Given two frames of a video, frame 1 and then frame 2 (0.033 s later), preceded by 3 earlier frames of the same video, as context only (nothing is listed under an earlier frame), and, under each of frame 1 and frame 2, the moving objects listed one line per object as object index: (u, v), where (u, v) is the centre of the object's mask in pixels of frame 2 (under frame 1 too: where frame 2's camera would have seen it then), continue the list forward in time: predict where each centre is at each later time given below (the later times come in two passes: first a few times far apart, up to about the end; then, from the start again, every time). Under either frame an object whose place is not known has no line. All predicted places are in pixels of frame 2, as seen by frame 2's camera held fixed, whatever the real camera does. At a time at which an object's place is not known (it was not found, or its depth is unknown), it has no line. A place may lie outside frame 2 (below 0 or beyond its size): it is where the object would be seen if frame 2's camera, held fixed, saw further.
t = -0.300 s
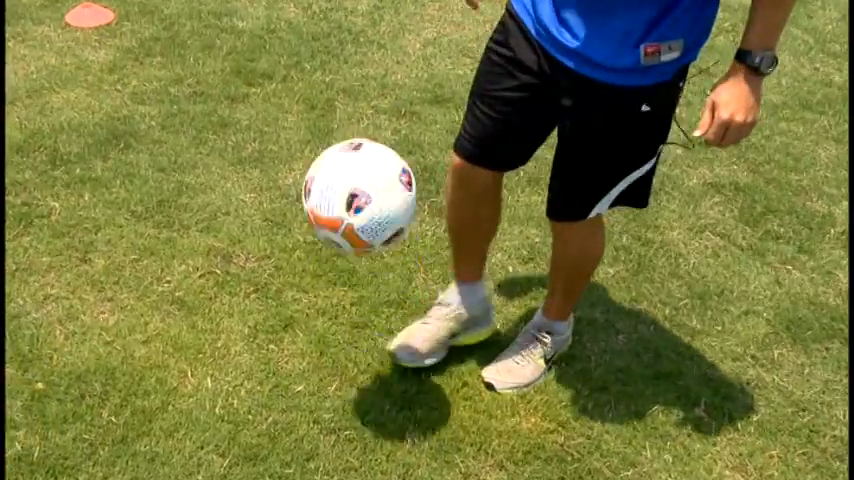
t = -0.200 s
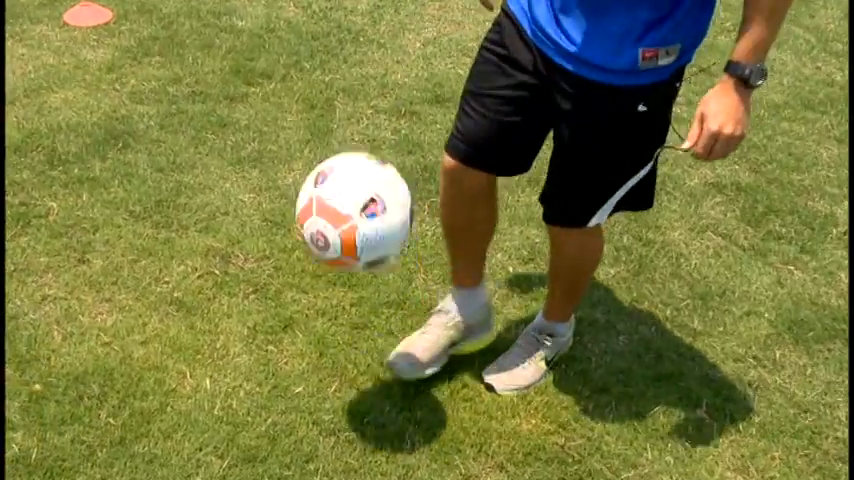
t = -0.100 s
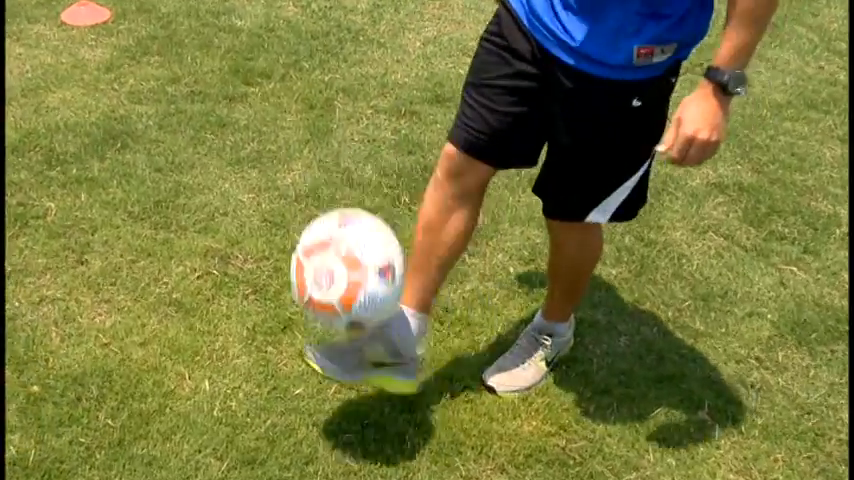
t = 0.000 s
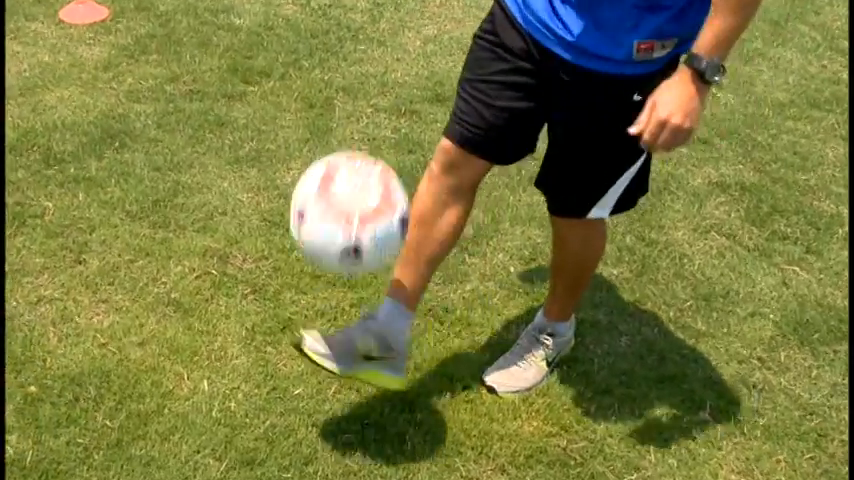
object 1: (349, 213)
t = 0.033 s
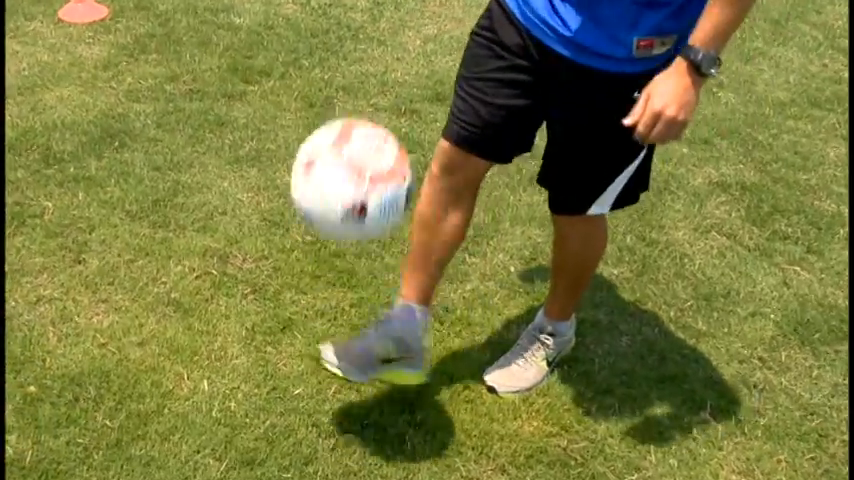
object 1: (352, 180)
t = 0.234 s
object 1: (360, 86)
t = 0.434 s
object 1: (357, 177)
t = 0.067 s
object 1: (353, 153)
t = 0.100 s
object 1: (355, 130)
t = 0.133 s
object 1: (358, 110)
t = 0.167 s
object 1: (359, 97)
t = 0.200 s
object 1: (360, 88)
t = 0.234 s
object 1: (360, 86)
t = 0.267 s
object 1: (361, 89)
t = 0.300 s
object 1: (361, 96)
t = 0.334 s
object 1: (360, 109)
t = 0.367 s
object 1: (360, 127)
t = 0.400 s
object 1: (358, 151)
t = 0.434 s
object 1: (357, 177)
